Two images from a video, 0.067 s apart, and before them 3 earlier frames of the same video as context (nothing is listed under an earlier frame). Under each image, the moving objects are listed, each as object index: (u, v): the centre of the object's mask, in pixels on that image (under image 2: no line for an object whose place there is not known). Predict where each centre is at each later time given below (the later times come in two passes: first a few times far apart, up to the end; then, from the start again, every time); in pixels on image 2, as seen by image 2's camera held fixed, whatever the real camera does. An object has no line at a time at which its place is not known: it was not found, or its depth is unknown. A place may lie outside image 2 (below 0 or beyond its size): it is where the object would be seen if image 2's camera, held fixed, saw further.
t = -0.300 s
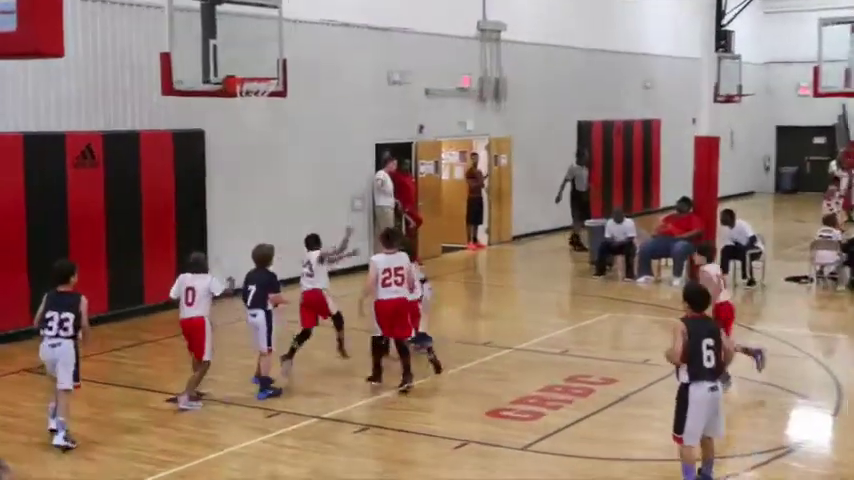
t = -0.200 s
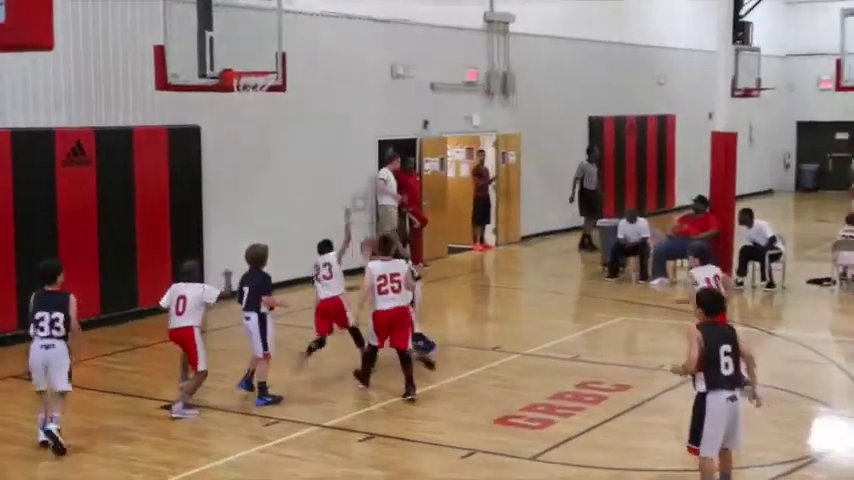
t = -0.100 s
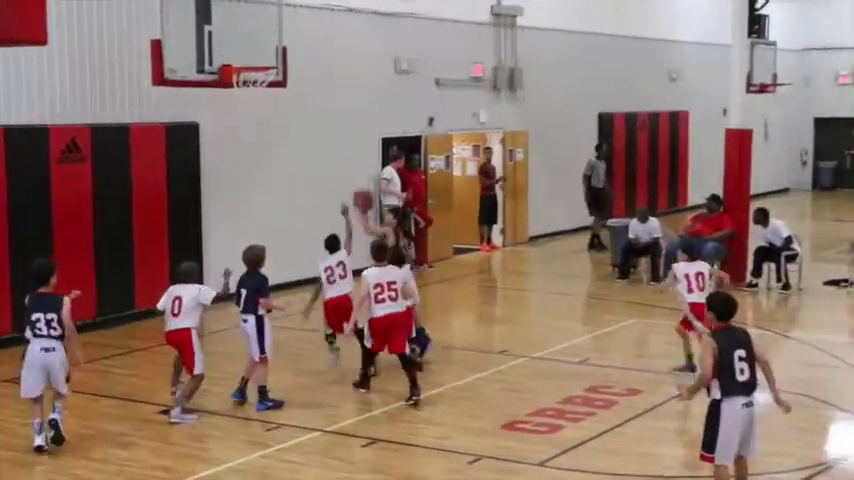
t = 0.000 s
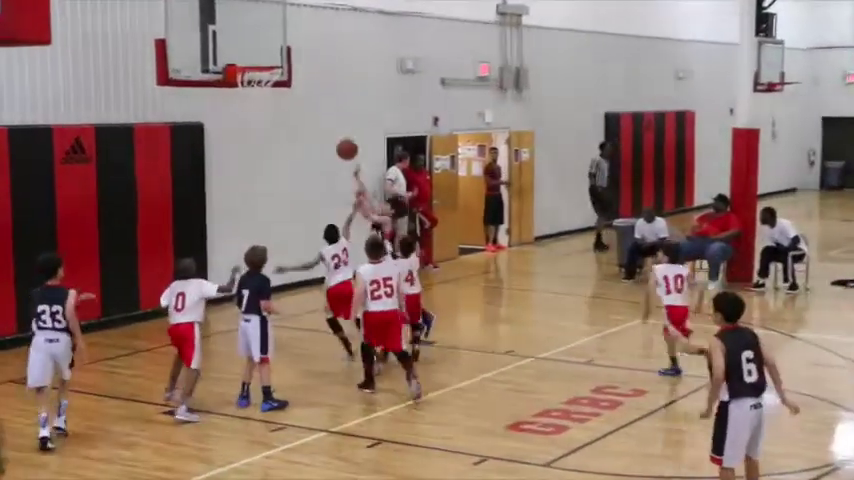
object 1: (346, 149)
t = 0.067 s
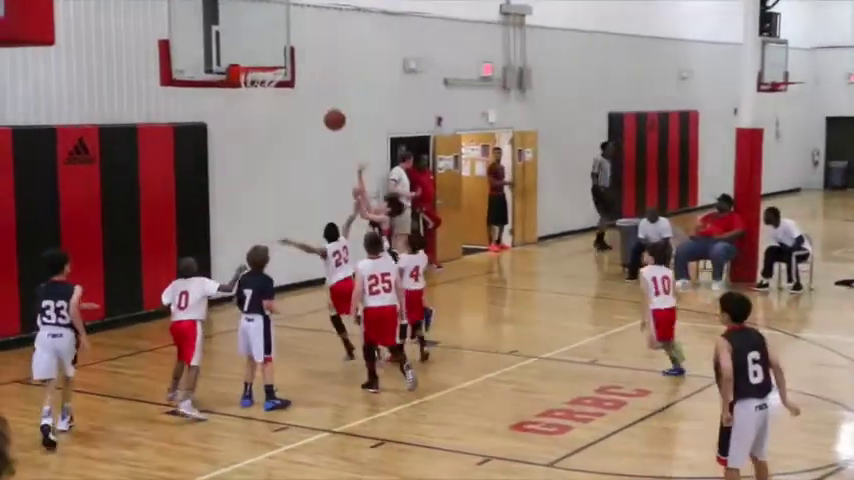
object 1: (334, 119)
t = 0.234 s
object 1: (296, 62)
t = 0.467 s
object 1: (272, 32)
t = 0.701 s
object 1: (288, 53)
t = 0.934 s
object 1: (301, 66)
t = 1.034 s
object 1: (305, 90)
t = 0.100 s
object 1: (326, 106)
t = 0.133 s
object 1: (318, 94)
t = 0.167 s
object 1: (310, 82)
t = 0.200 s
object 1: (304, 72)
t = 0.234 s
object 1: (296, 62)
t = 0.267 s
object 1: (287, 53)
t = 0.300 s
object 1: (279, 46)
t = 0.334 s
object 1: (271, 39)
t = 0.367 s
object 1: (265, 35)
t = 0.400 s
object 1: (268, 33)
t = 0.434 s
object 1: (270, 32)
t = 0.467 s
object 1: (272, 32)
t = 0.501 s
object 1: (275, 34)
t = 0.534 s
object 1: (278, 36)
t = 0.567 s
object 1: (280, 40)
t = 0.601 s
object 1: (282, 45)
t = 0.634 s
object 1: (285, 51)
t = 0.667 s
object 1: (287, 55)
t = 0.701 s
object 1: (288, 53)
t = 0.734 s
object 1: (290, 51)
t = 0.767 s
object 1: (292, 51)
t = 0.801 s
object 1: (294, 52)
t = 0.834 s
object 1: (295, 54)
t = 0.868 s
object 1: (297, 56)
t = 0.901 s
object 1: (299, 62)
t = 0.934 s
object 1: (301, 66)
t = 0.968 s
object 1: (303, 73)
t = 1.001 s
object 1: (304, 81)
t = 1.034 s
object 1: (305, 90)
